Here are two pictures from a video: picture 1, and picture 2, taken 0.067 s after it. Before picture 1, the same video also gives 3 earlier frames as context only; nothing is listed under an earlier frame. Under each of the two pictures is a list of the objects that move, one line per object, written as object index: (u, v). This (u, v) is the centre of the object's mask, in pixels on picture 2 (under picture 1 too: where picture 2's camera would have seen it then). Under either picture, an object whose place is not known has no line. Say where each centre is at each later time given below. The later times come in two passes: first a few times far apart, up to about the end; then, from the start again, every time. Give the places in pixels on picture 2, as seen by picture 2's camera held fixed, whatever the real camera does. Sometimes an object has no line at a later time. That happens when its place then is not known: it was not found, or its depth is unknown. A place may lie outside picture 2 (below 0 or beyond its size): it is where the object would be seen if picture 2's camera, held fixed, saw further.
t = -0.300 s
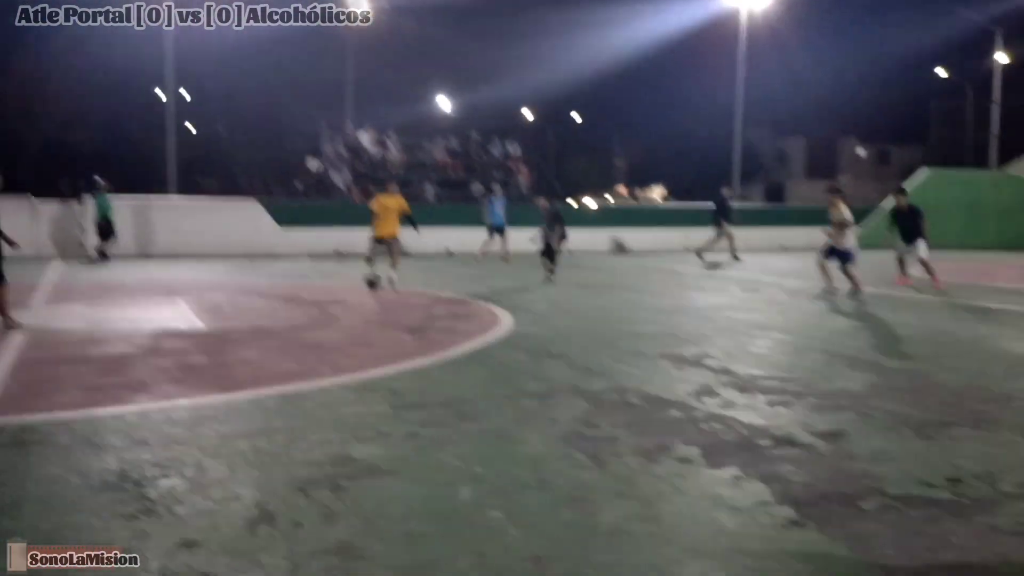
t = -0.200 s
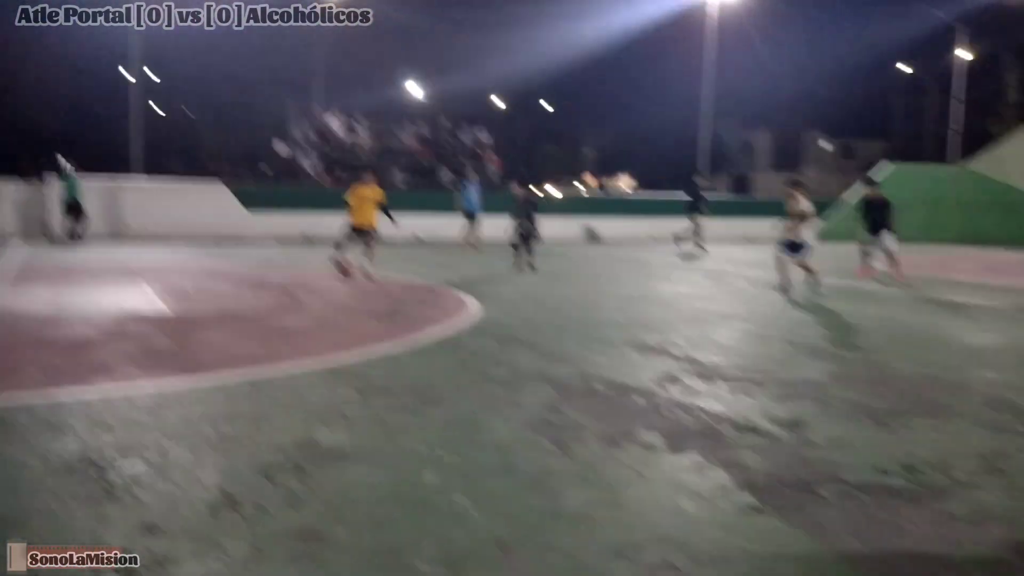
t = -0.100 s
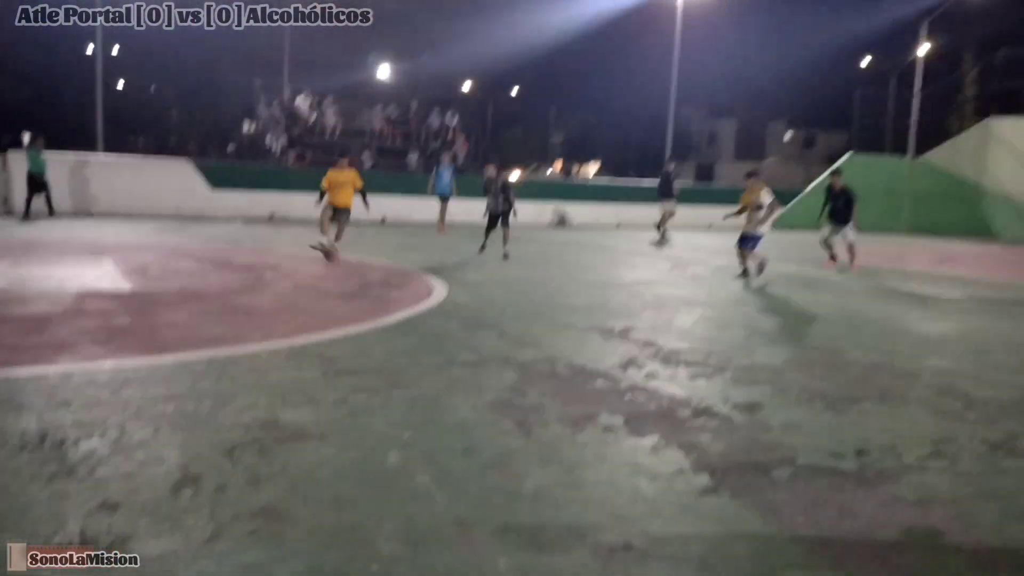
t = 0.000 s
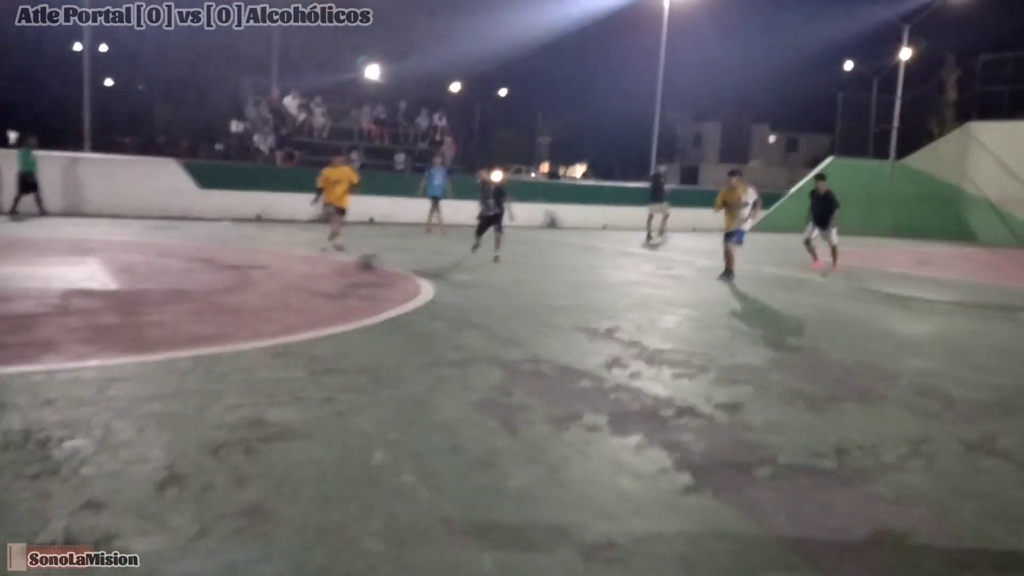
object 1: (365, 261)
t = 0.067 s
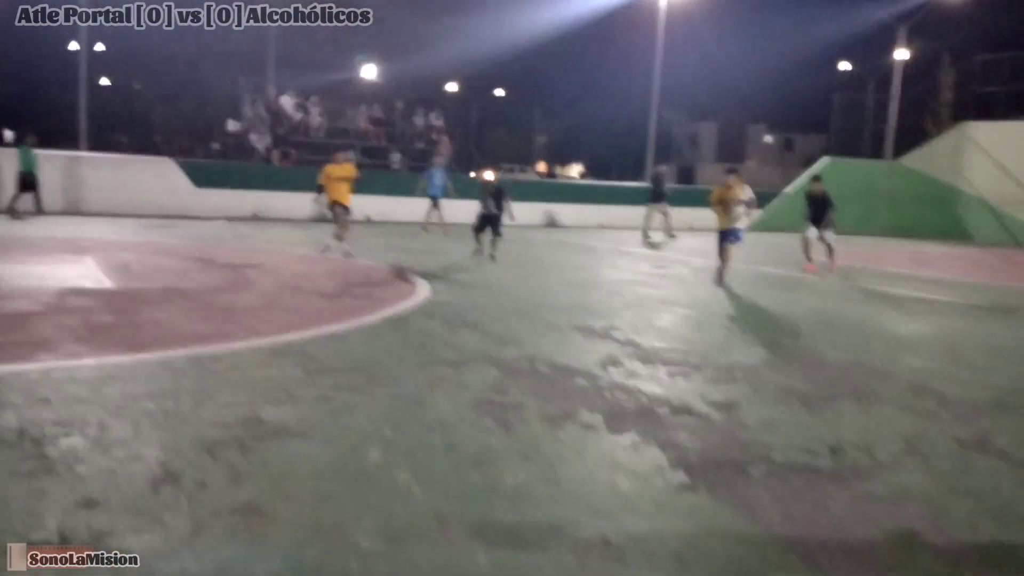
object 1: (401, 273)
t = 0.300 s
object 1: (572, 310)
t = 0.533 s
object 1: (823, 369)
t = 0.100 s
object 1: (422, 276)
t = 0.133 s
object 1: (443, 280)
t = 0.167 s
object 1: (467, 285)
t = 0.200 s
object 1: (492, 292)
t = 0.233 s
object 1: (516, 298)
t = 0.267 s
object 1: (543, 303)
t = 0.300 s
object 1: (572, 310)
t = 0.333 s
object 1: (602, 321)
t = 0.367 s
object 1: (632, 329)
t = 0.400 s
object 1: (667, 333)
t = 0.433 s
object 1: (704, 342)
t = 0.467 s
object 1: (739, 353)
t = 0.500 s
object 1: (782, 362)
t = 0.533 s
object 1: (823, 369)
